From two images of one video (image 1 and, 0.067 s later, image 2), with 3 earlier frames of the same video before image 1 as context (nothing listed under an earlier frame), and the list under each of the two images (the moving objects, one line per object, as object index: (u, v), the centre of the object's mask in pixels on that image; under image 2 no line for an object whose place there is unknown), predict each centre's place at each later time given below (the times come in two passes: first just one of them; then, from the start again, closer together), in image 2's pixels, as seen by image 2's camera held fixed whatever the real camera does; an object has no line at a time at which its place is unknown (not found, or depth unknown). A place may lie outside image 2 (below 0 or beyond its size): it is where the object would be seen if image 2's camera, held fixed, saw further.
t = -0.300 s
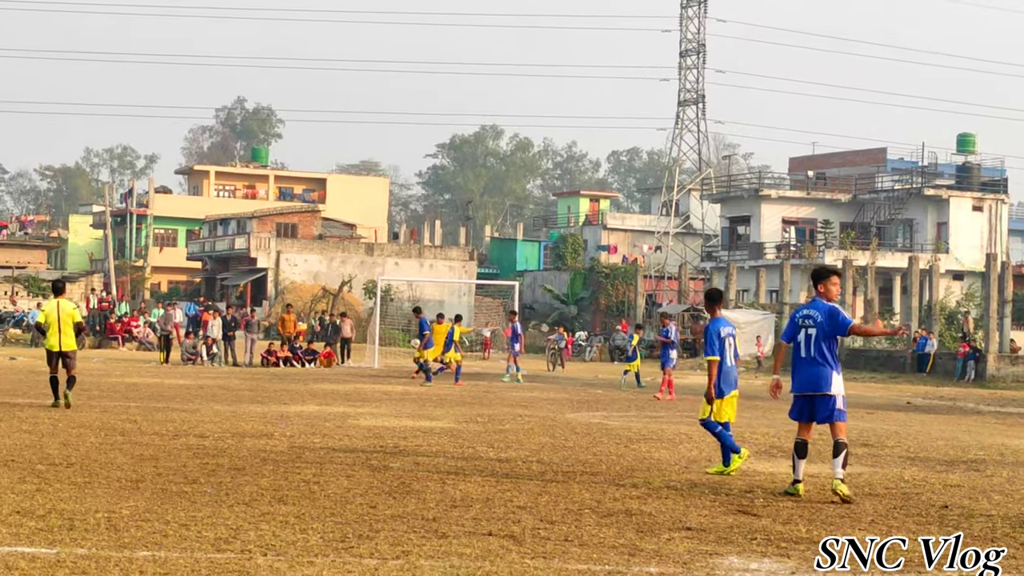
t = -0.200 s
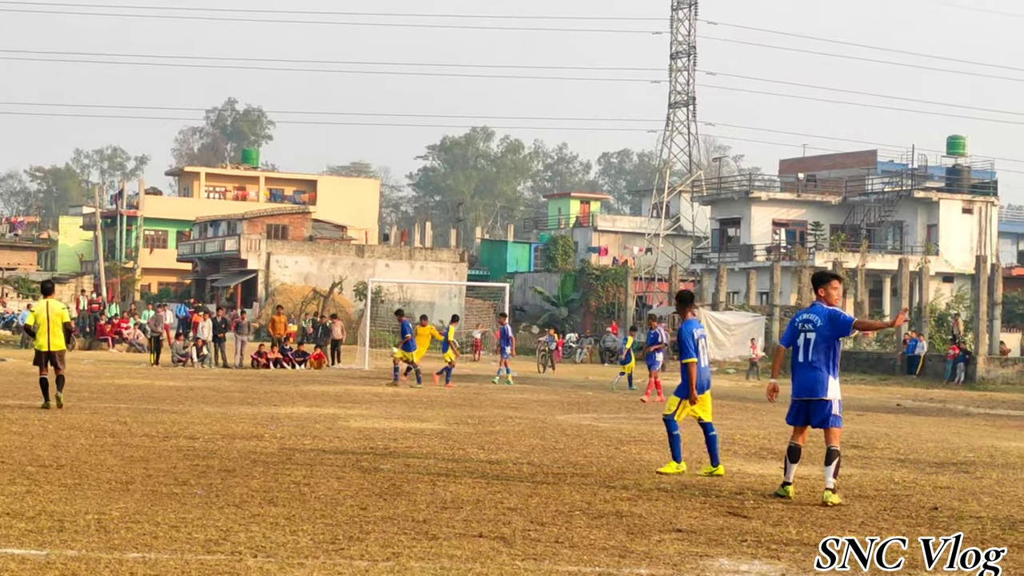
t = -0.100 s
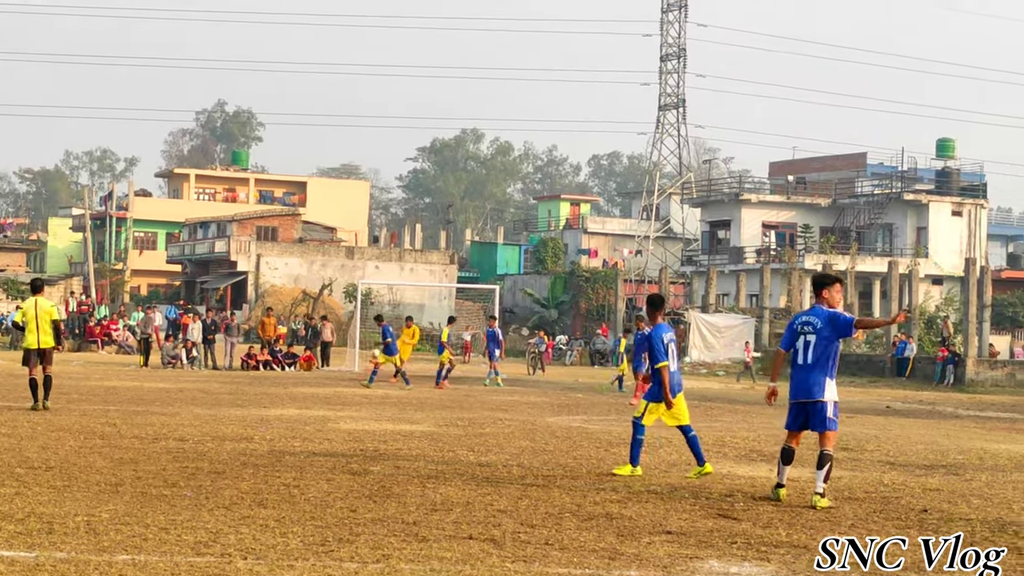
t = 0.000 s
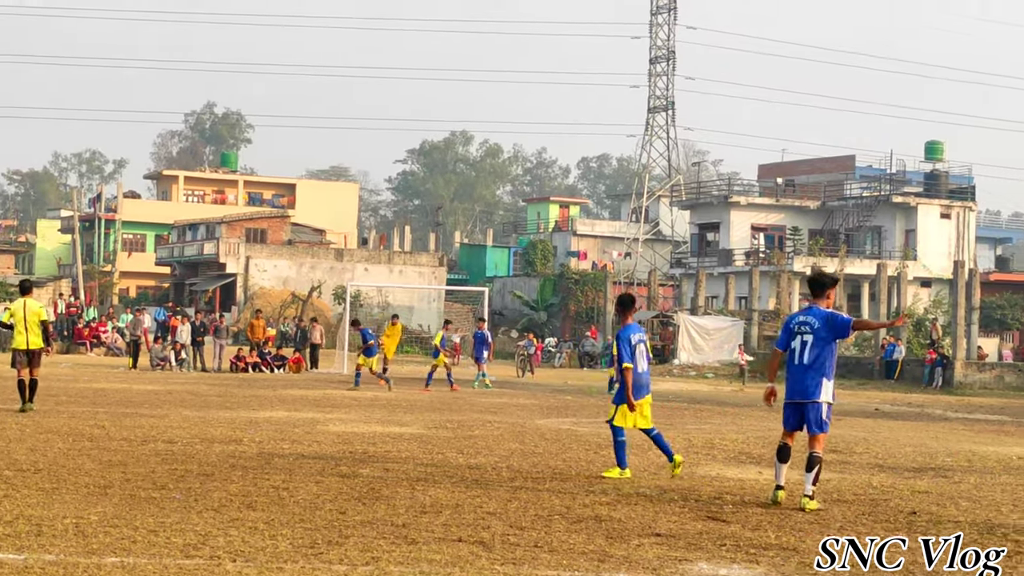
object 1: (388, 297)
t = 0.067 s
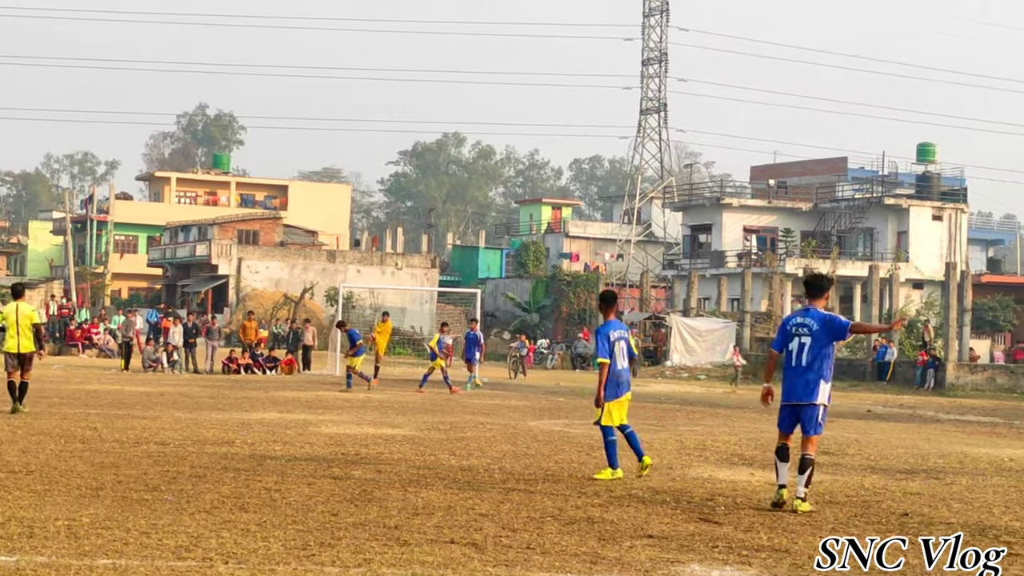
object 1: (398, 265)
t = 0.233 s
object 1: (432, 182)
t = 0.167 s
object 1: (421, 215)
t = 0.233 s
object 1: (432, 182)
